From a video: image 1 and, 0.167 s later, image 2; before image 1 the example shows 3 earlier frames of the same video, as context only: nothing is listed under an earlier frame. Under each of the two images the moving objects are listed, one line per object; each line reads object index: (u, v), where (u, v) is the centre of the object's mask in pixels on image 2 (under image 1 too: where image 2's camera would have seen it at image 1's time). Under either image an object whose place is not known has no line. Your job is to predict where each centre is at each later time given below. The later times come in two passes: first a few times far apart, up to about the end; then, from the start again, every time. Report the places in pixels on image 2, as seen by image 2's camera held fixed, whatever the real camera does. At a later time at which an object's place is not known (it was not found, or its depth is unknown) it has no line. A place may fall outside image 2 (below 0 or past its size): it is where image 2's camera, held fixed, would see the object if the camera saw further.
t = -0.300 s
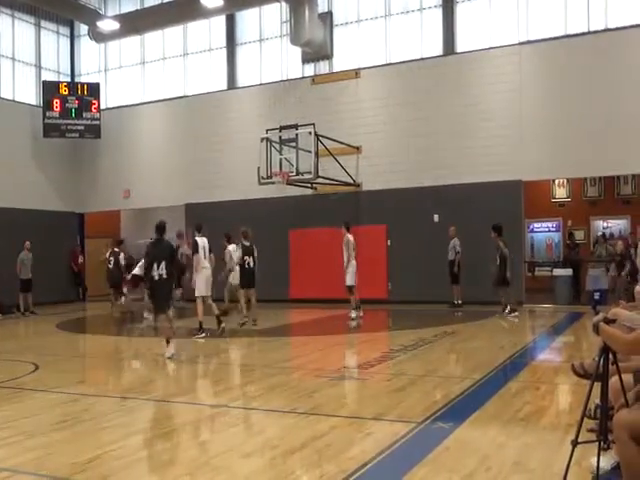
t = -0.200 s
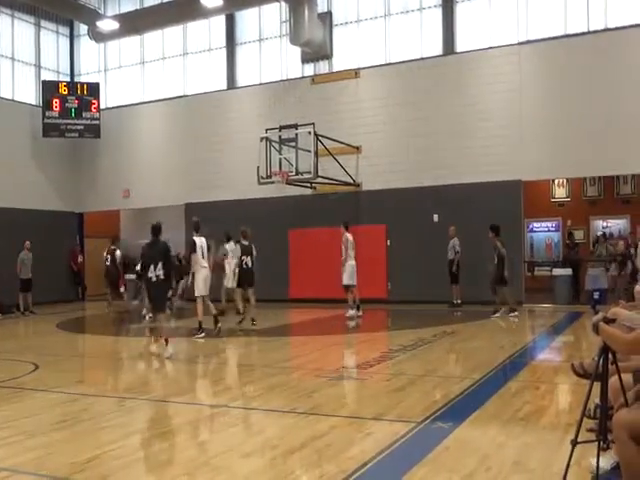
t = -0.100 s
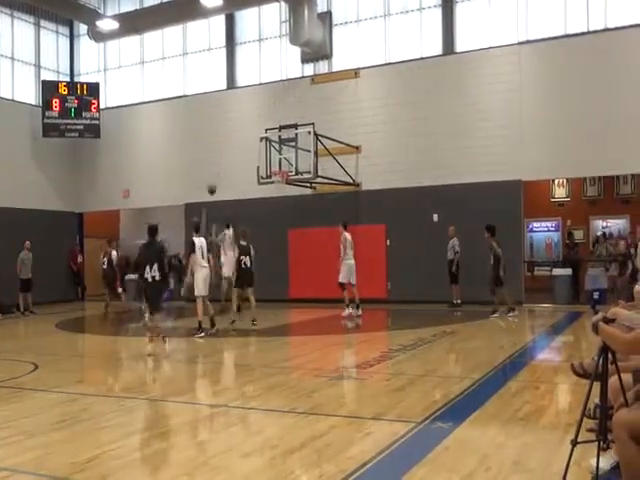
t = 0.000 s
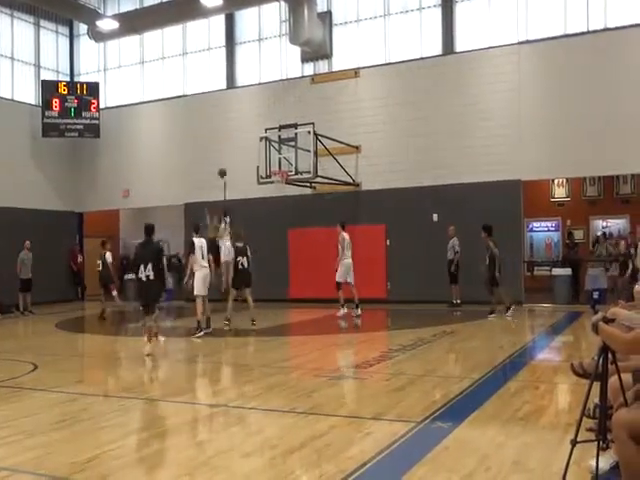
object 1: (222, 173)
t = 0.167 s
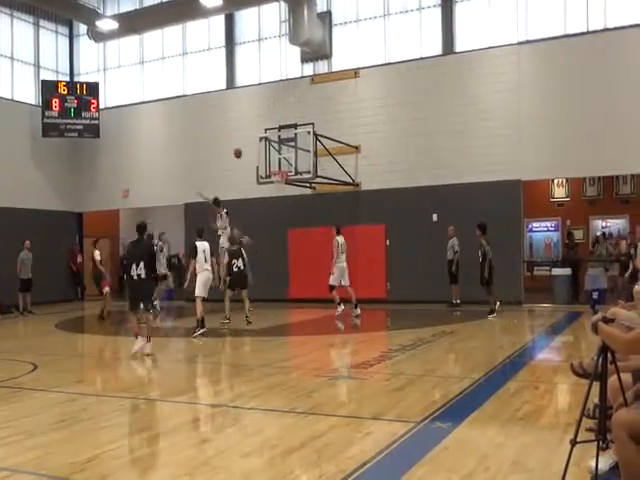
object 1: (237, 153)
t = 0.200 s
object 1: (240, 151)
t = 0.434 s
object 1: (261, 147)
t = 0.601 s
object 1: (264, 157)
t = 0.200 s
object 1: (240, 151)
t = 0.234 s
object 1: (244, 149)
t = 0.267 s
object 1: (247, 147)
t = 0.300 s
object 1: (250, 147)
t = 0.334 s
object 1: (253, 146)
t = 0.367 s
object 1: (255, 146)
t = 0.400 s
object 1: (259, 147)
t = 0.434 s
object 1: (261, 147)
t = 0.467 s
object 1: (263, 150)
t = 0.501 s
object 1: (263, 150)
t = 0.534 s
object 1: (264, 150)
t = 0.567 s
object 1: (264, 152)
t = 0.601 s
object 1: (264, 157)
